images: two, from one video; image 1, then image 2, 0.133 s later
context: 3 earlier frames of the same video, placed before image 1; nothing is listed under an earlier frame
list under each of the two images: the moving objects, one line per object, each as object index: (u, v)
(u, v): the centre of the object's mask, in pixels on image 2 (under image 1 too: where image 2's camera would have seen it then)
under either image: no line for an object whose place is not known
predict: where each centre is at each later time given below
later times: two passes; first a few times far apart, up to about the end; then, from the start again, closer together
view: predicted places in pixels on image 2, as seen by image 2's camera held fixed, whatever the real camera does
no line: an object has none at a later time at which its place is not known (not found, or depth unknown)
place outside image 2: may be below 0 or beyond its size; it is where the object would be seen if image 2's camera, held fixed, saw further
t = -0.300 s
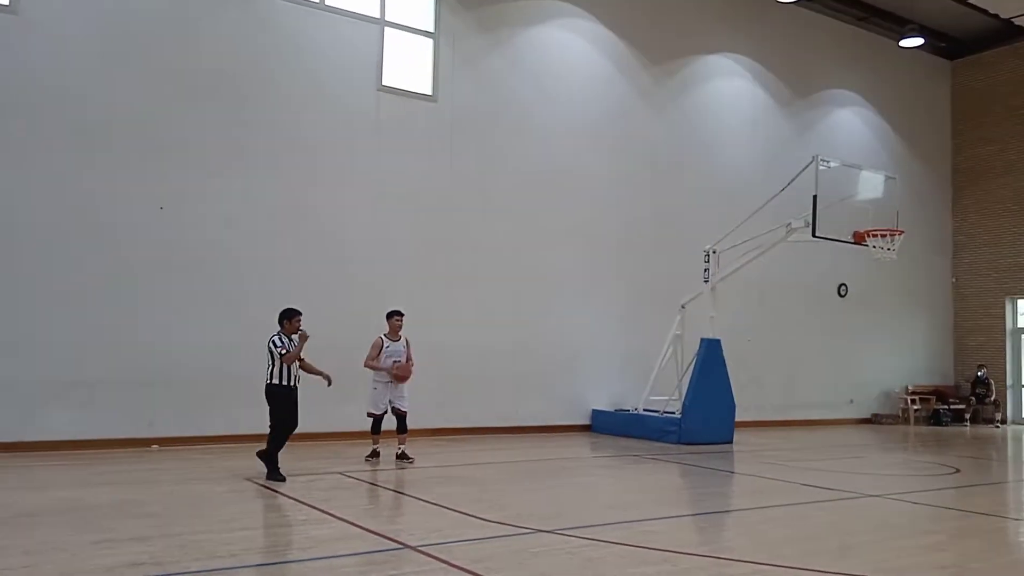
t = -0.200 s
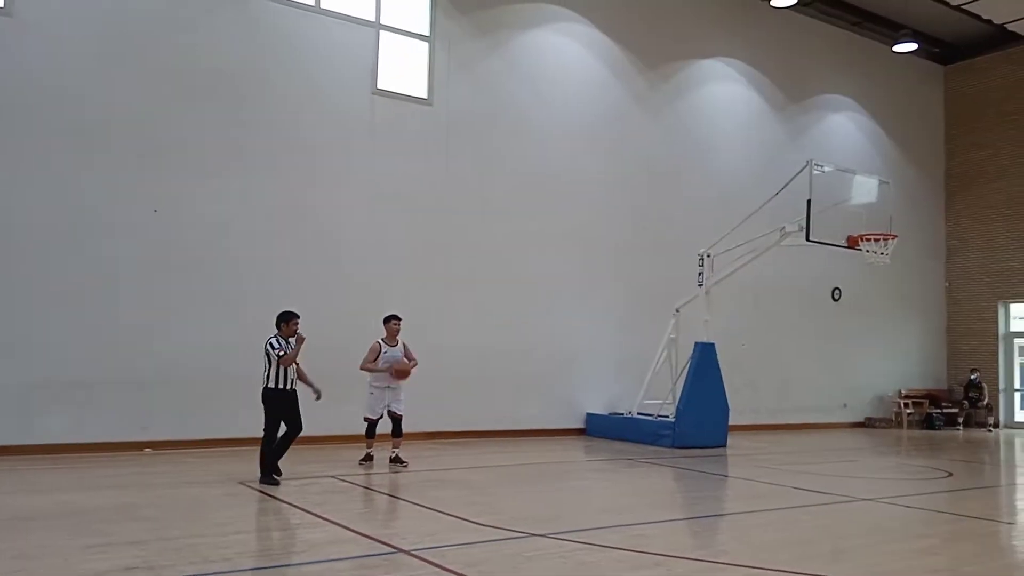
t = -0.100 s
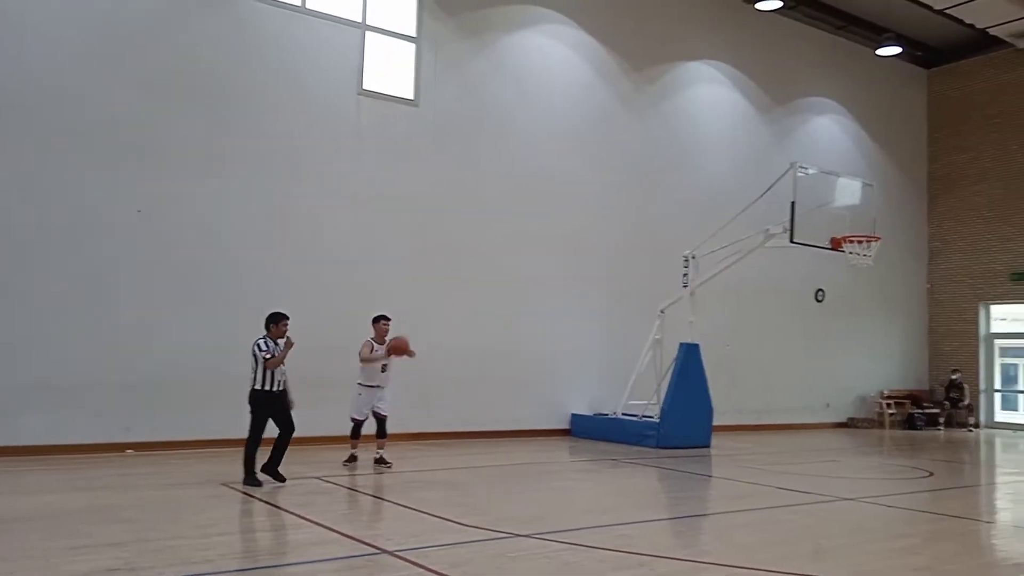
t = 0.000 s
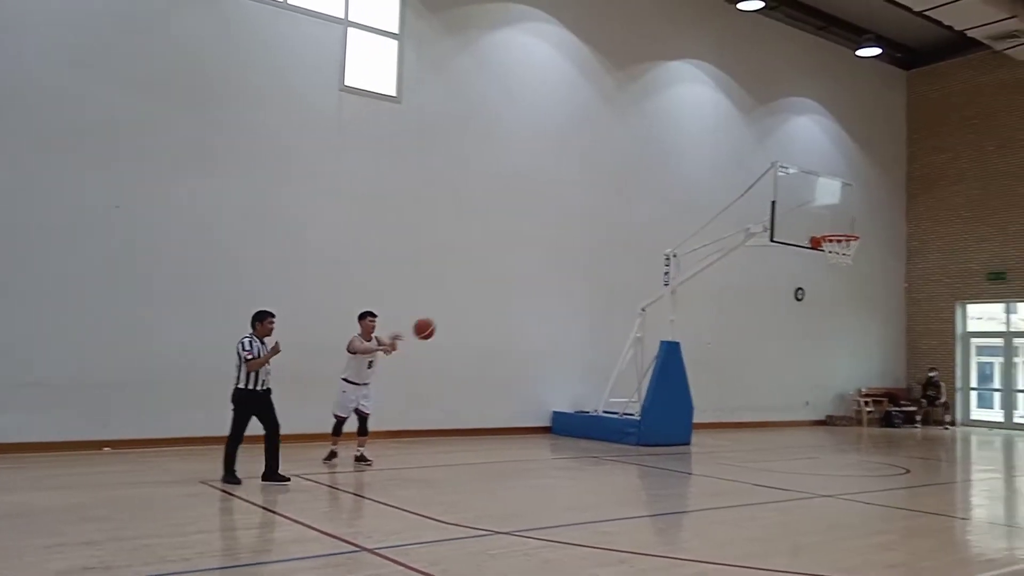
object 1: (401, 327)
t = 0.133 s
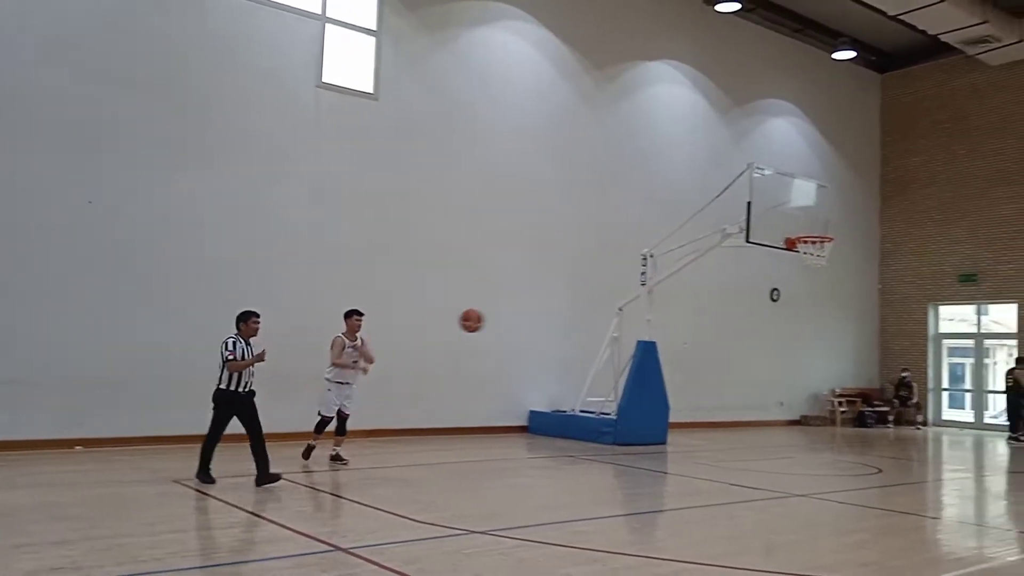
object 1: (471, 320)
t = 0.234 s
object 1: (532, 327)
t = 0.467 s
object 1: (709, 398)
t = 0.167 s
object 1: (491, 322)
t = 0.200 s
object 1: (511, 323)
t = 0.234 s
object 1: (532, 327)
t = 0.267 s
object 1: (553, 332)
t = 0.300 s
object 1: (576, 338)
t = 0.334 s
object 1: (600, 346)
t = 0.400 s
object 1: (652, 368)
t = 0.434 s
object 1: (679, 382)
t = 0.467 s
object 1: (709, 398)
